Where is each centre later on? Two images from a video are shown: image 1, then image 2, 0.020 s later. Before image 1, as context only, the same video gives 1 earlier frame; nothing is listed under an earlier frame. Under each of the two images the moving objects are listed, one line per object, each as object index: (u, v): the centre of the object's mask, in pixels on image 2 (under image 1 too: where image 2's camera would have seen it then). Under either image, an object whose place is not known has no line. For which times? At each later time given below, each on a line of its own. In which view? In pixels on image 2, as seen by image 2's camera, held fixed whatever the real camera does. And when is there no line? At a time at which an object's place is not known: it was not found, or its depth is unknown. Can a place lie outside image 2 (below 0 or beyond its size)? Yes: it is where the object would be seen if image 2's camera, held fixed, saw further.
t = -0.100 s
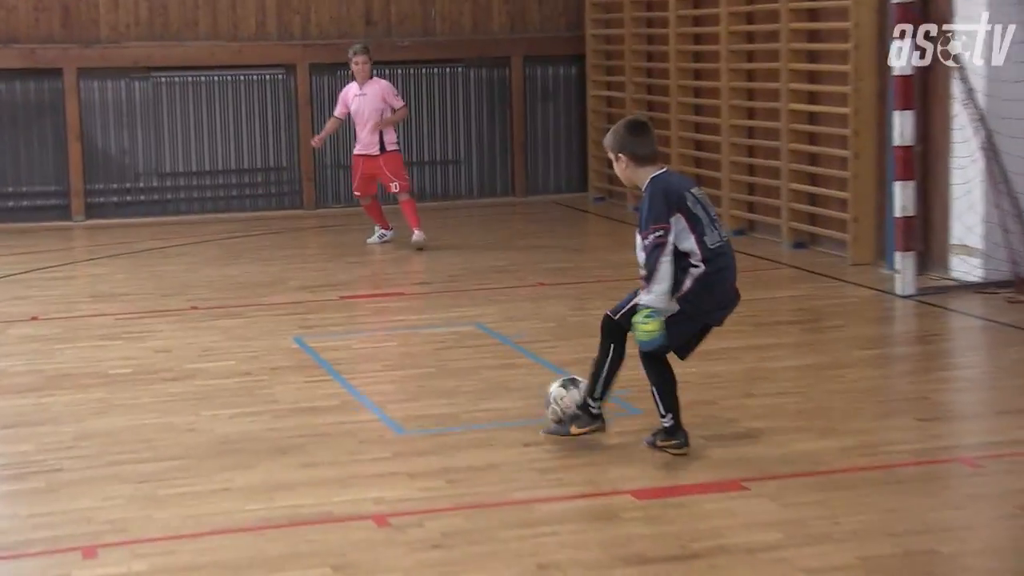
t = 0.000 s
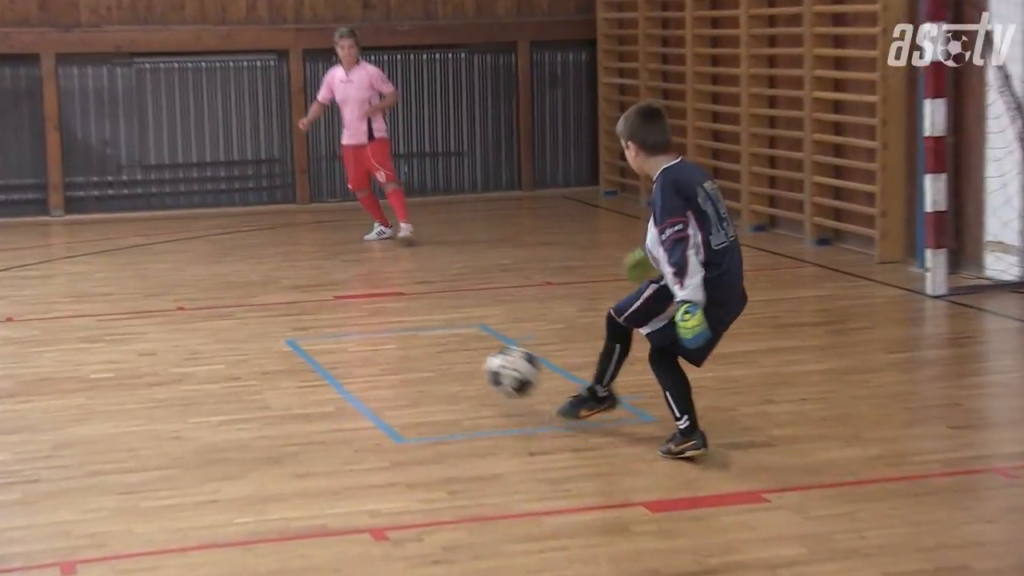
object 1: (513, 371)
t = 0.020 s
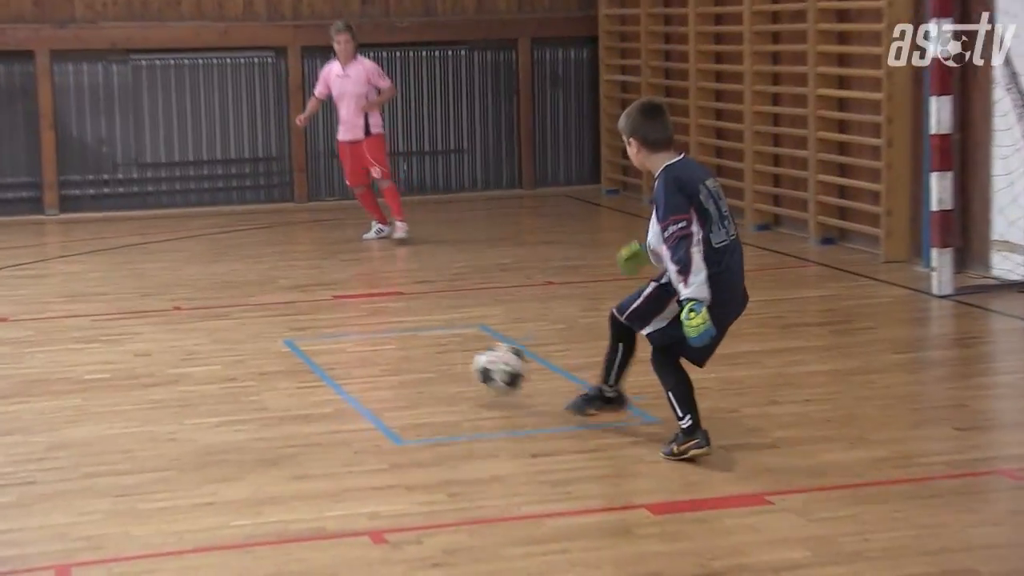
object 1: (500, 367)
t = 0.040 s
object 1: (488, 365)
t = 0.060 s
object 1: (477, 364)
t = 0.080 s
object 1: (466, 363)
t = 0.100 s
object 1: (457, 356)
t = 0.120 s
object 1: (448, 346)
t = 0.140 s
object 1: (438, 338)
